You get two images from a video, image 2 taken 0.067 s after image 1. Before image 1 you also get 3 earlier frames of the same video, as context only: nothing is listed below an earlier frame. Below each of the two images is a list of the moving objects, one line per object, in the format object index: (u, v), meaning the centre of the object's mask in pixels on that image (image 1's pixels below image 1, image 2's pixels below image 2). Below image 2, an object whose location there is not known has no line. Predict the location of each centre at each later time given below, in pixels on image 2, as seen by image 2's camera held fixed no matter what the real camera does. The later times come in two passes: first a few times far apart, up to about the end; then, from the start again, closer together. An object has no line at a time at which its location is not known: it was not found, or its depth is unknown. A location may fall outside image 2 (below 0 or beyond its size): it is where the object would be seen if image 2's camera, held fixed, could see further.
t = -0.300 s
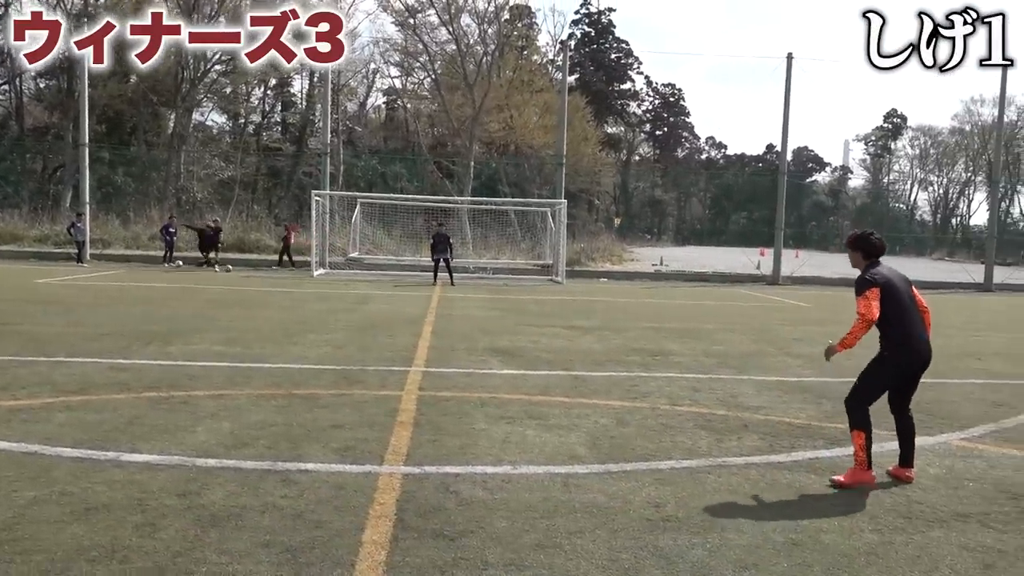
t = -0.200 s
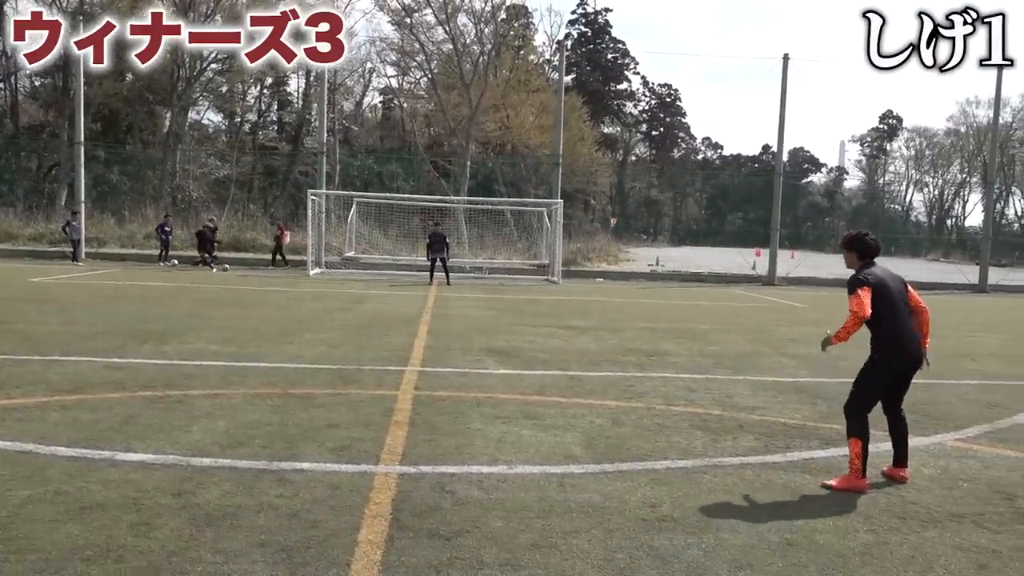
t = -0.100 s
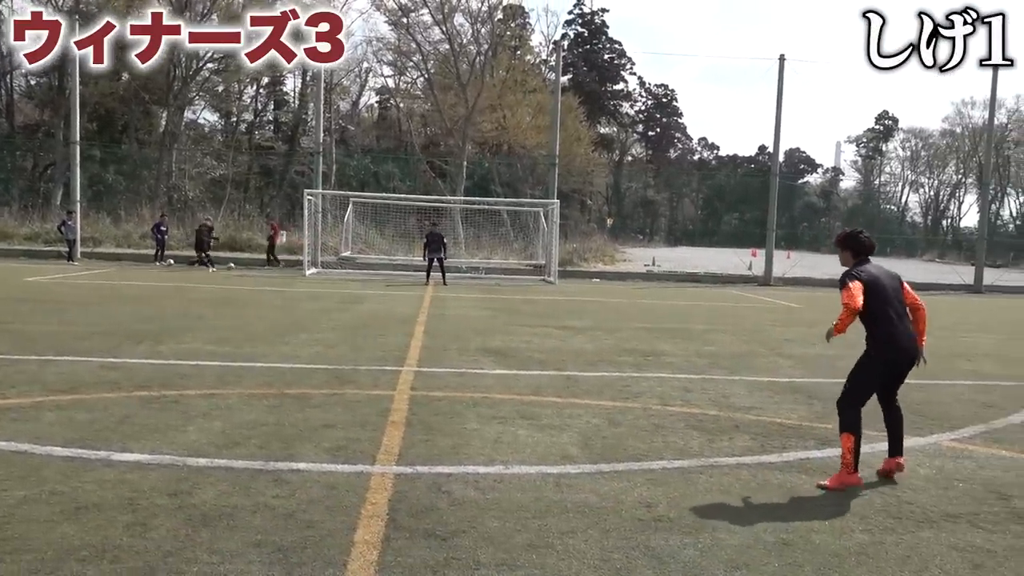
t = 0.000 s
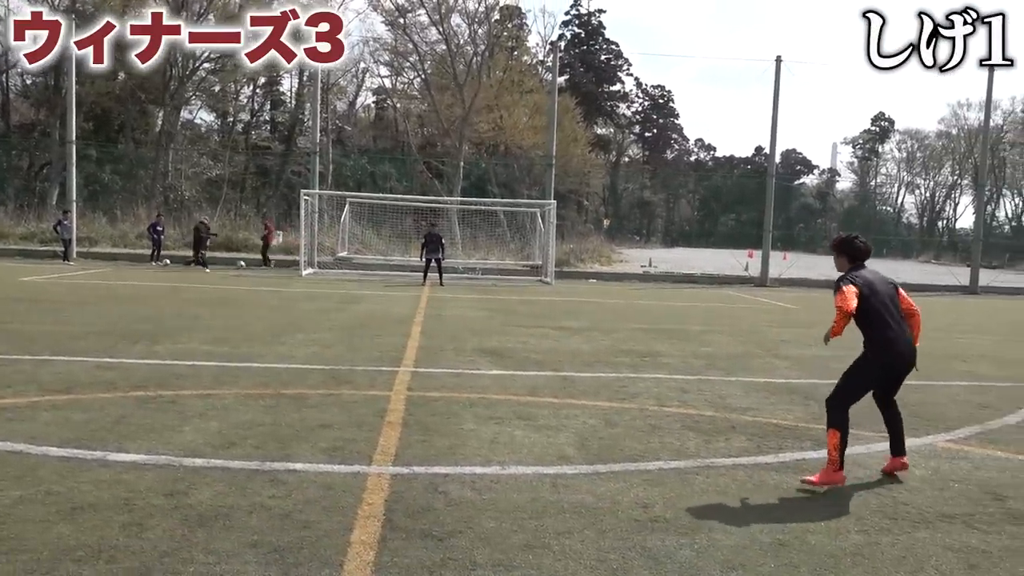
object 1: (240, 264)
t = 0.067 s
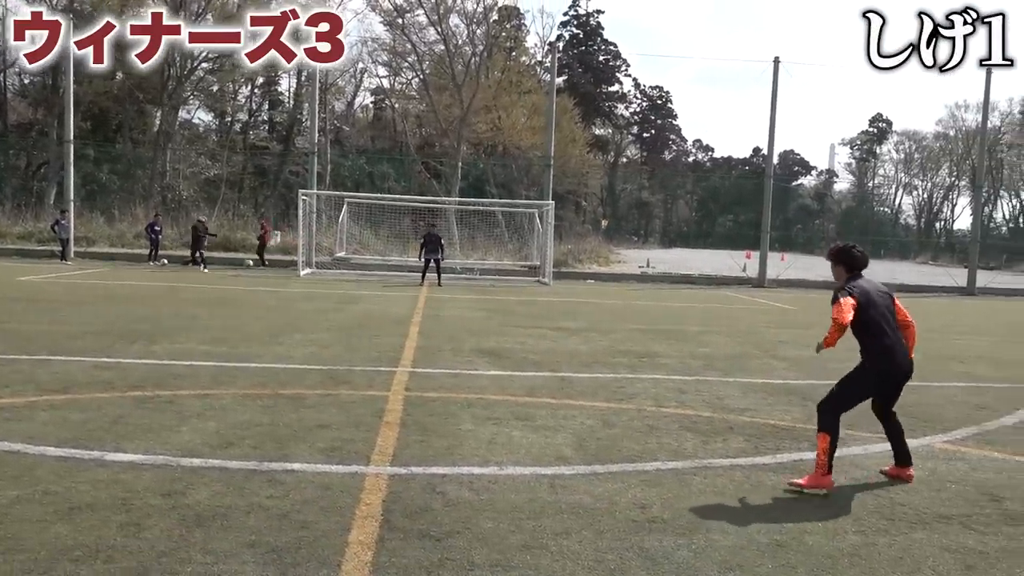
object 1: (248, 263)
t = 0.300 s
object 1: (292, 266)
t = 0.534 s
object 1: (354, 286)
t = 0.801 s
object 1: (486, 362)
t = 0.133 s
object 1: (259, 263)
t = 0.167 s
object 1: (265, 263)
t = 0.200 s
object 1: (271, 264)
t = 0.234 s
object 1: (279, 264)
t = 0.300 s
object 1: (292, 266)
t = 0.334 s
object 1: (299, 268)
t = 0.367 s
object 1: (307, 269)
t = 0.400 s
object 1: (315, 272)
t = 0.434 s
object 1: (323, 275)
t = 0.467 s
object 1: (334, 278)
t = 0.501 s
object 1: (343, 282)
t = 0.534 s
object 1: (354, 286)
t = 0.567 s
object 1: (365, 291)
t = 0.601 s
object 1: (378, 297)
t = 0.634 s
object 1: (392, 304)
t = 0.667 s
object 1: (407, 312)
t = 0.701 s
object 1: (423, 321)
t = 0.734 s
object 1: (442, 333)
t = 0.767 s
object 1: (463, 346)
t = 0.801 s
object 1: (486, 362)
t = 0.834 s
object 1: (514, 381)
